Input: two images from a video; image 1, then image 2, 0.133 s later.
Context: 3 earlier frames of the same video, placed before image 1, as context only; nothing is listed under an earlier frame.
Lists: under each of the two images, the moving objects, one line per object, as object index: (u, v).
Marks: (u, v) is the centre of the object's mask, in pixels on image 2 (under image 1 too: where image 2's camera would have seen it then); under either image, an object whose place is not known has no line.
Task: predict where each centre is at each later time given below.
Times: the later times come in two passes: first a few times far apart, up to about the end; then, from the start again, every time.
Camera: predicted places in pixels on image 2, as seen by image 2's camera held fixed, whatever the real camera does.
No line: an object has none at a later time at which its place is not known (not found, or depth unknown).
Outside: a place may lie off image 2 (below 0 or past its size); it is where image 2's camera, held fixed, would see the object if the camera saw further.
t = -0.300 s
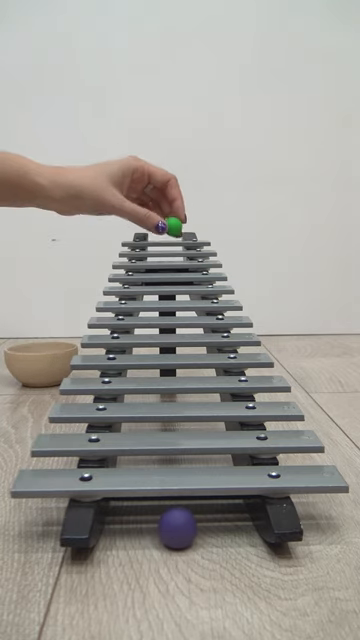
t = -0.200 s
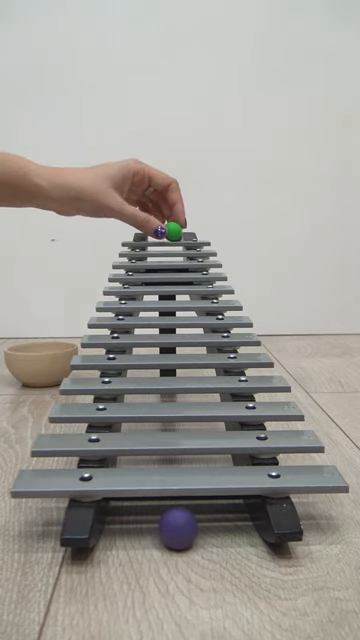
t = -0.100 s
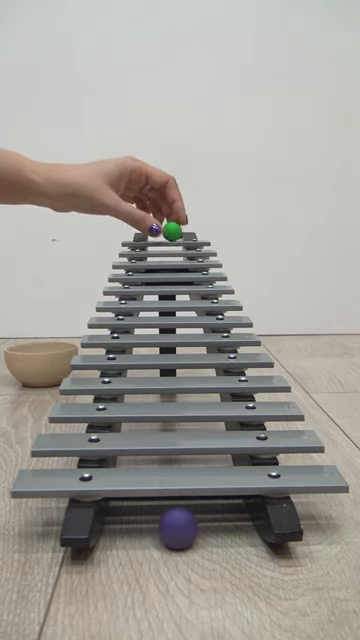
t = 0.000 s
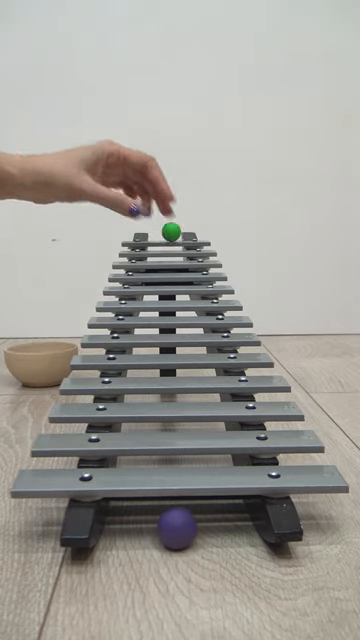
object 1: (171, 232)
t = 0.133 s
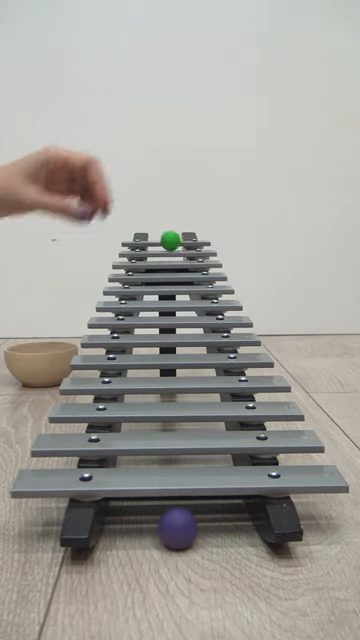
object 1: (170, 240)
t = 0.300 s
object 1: (173, 253)
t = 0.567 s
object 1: (180, 302)
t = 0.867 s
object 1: (202, 465)
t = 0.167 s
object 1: (170, 241)
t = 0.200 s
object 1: (171, 244)
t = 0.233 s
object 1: (172, 249)
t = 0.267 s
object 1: (172, 250)
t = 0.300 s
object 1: (173, 253)
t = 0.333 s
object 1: (174, 261)
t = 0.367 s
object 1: (174, 262)
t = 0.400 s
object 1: (174, 266)
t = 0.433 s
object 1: (176, 275)
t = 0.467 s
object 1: (176, 275)
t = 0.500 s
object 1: (178, 290)
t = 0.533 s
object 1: (179, 293)
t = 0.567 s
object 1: (180, 302)
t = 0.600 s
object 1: (183, 308)
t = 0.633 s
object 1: (185, 329)
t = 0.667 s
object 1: (186, 341)
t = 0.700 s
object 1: (188, 346)
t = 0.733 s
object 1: (190, 376)
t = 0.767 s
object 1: (191, 390)
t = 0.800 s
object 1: (195, 395)
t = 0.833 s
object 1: (200, 432)
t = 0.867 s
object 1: (202, 465)
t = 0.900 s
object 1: (209, 544)
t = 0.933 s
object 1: (221, 568)
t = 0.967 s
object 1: (229, 579)
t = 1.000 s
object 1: (249, 625)
